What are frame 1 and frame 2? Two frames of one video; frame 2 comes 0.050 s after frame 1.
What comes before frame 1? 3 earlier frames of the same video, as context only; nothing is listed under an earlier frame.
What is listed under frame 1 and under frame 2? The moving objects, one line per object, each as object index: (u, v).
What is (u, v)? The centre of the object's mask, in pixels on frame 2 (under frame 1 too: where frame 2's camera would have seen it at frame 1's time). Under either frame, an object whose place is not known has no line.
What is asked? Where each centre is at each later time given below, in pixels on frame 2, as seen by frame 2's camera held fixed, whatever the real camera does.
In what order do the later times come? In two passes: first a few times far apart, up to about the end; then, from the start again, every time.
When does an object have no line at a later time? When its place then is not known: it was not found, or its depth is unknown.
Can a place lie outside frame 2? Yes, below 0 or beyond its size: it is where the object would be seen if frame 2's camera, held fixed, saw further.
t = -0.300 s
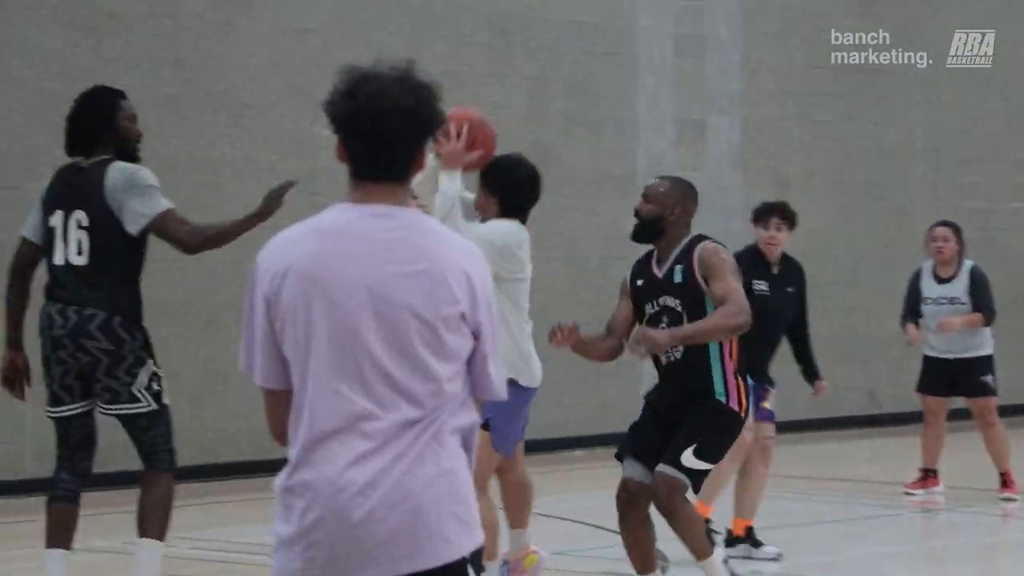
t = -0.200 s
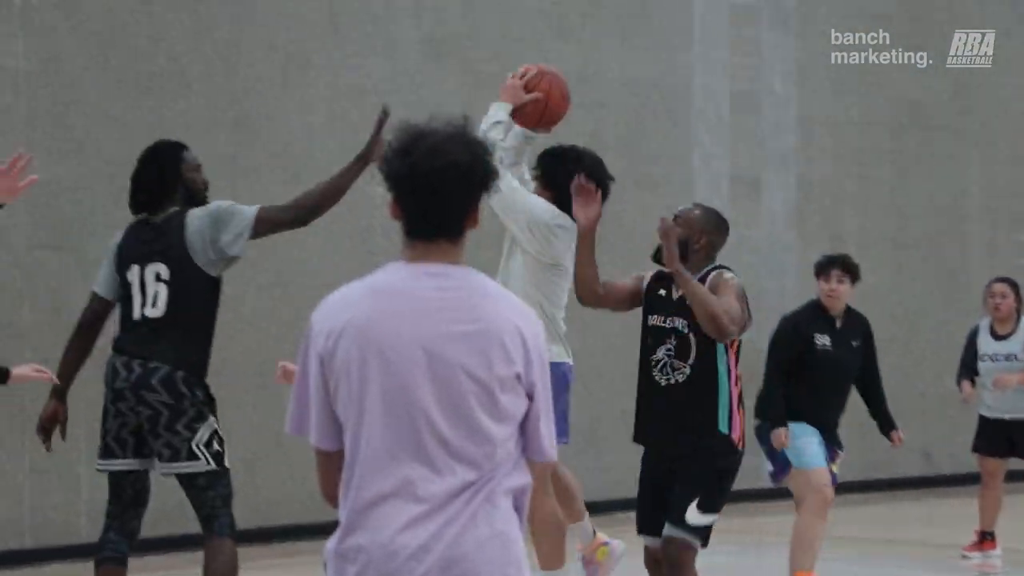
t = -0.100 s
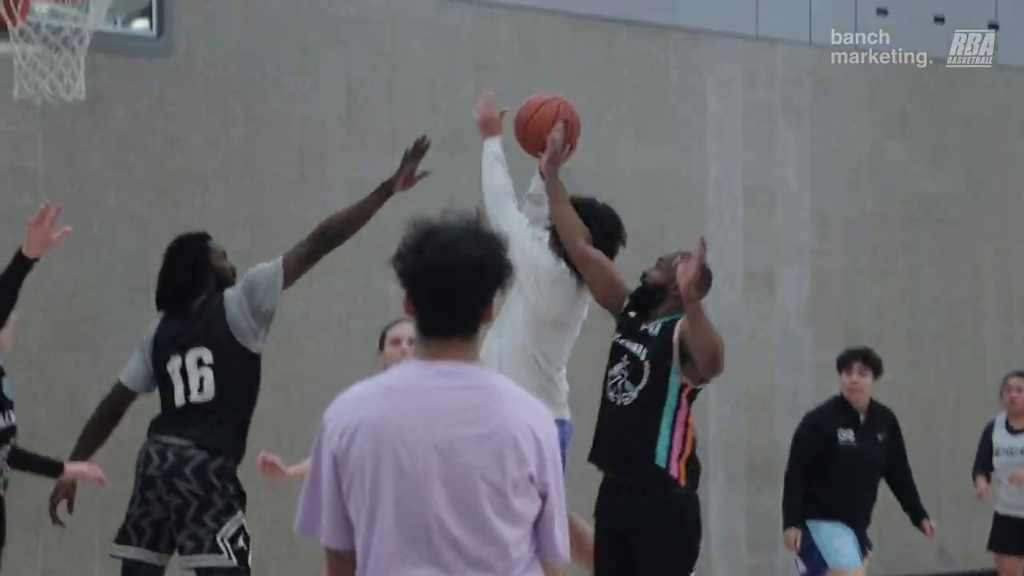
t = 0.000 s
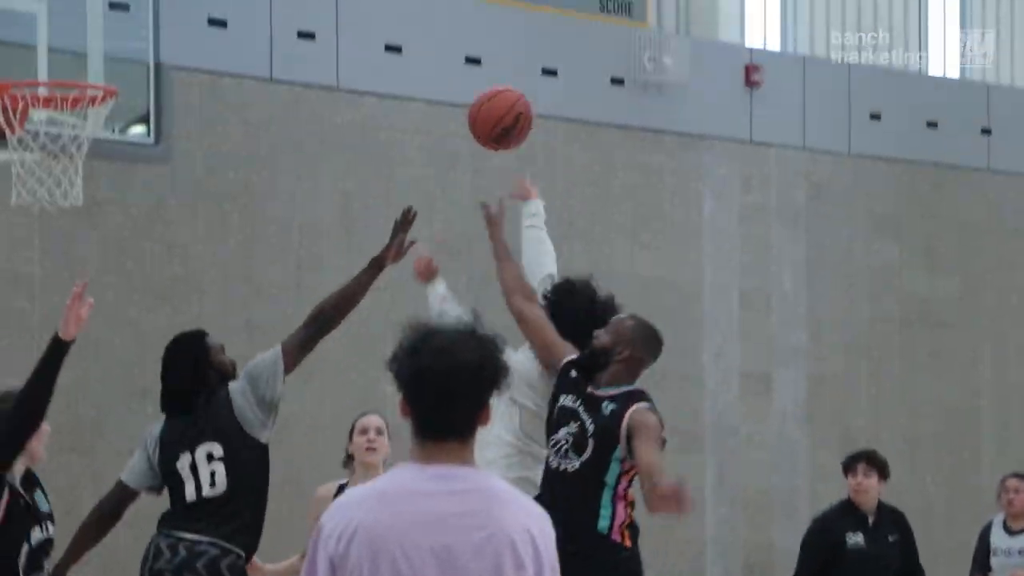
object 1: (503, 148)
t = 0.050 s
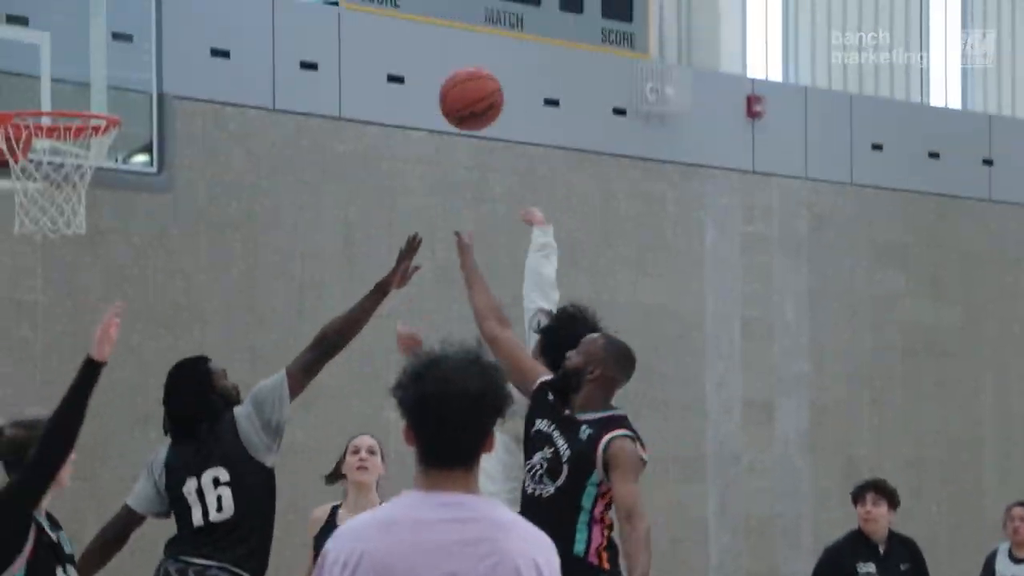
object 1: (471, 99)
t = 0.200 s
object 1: (378, -3)
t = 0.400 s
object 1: (261, -48)
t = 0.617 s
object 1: (139, 10)
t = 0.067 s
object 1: (460, 85)
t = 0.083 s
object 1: (450, 71)
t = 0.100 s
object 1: (439, 58)
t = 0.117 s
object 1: (429, 46)
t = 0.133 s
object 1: (419, 35)
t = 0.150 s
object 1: (409, 24)
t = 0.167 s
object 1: (398, 14)
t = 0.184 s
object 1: (388, 5)
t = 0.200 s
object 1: (378, -3)
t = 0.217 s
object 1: (368, -10)
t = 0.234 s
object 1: (359, -17)
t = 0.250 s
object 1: (349, -23)
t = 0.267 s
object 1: (339, -28)
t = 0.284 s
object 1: (329, -32)
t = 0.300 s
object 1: (319, -36)
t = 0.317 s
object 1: (310, -39)
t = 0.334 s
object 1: (299, -42)
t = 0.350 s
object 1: (290, -43)
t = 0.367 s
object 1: (280, -45)
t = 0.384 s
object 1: (270, -46)
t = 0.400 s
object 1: (261, -48)
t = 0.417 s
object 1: (251, -48)
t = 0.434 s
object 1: (242, -48)
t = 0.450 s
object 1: (232, -46)
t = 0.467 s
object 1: (223, -43)
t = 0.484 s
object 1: (213, -40)
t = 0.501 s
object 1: (203, -36)
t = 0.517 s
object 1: (194, -31)
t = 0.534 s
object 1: (185, -27)
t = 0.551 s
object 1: (176, -20)
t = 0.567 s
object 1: (167, -13)
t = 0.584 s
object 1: (157, -5)
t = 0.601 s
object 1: (148, 1)
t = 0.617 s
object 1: (139, 10)
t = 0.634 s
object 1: (130, 20)
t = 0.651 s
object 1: (121, 30)
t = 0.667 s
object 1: (112, 41)
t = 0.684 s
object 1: (103, 52)
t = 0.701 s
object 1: (94, 65)
